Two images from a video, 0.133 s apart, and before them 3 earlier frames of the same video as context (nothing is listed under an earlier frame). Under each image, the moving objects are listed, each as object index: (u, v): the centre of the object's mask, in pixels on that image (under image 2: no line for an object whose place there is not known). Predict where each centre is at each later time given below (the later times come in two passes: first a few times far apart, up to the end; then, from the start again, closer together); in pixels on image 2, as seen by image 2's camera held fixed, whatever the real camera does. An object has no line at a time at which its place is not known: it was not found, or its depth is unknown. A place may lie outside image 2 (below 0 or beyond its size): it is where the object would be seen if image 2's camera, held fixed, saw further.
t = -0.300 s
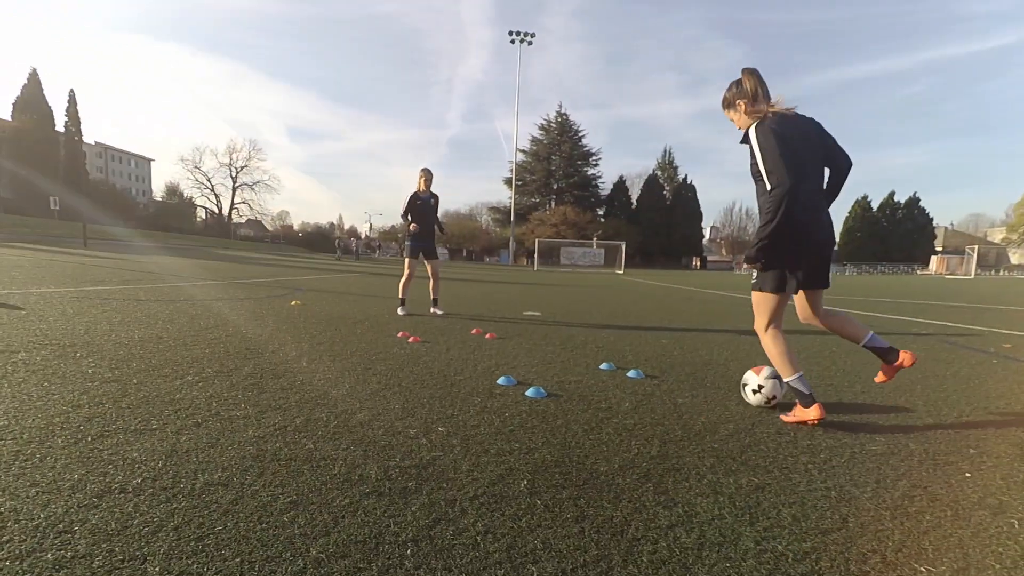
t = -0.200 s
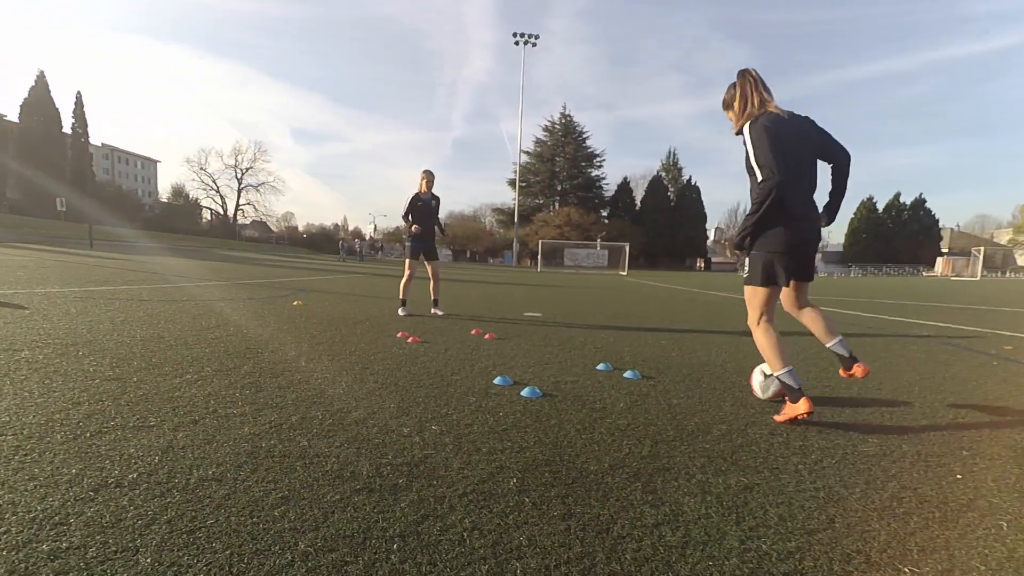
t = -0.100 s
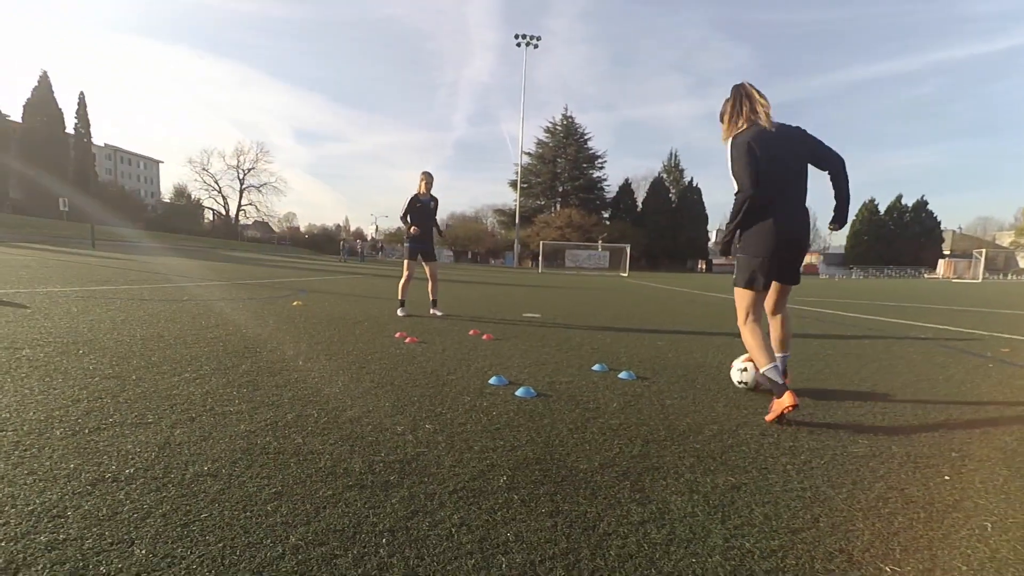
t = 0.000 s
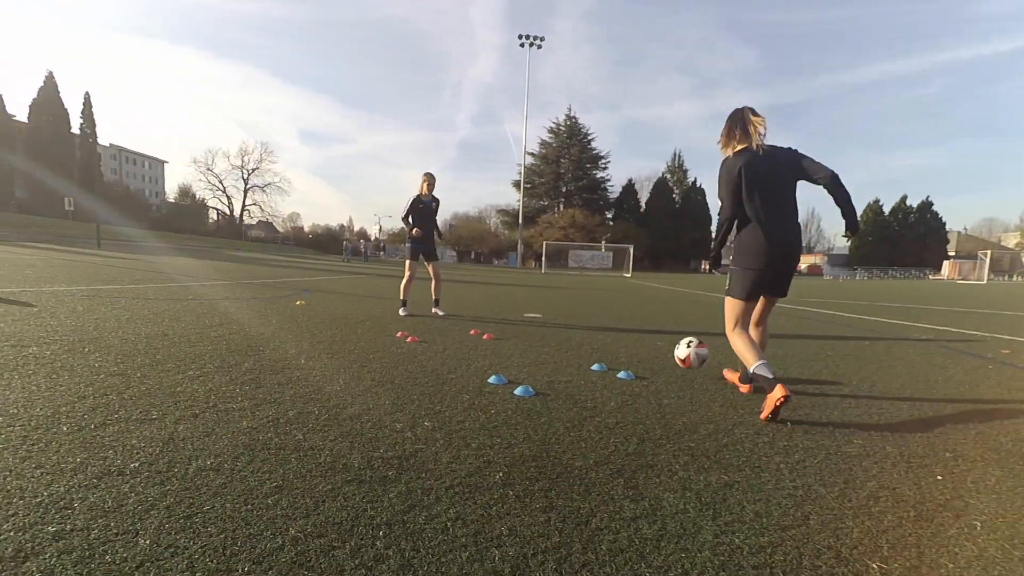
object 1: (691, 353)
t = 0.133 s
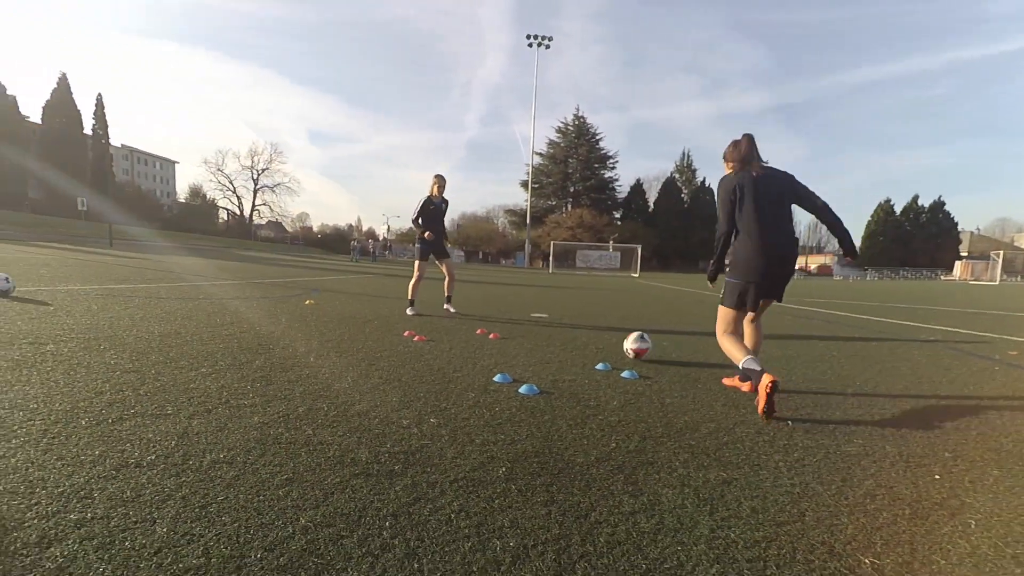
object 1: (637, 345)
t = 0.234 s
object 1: (615, 336)
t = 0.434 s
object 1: (575, 327)
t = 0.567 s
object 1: (557, 322)
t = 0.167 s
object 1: (628, 340)
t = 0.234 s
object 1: (615, 336)
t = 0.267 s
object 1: (607, 336)
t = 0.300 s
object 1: (600, 336)
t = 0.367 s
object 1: (588, 329)
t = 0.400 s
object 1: (582, 327)
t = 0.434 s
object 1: (575, 327)
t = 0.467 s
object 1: (572, 327)
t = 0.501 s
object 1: (566, 326)
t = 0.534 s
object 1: (560, 323)
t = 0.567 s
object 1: (557, 322)
